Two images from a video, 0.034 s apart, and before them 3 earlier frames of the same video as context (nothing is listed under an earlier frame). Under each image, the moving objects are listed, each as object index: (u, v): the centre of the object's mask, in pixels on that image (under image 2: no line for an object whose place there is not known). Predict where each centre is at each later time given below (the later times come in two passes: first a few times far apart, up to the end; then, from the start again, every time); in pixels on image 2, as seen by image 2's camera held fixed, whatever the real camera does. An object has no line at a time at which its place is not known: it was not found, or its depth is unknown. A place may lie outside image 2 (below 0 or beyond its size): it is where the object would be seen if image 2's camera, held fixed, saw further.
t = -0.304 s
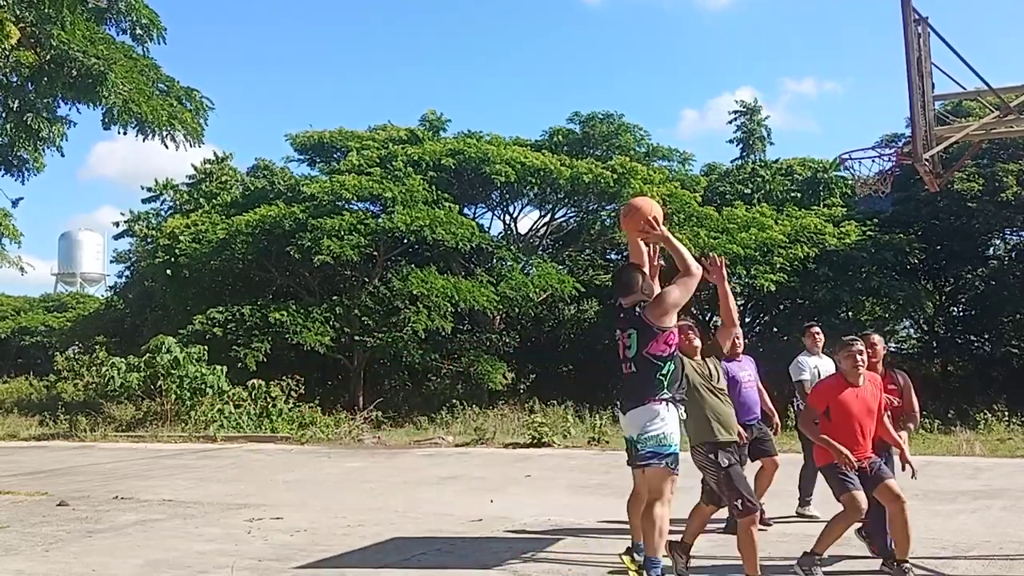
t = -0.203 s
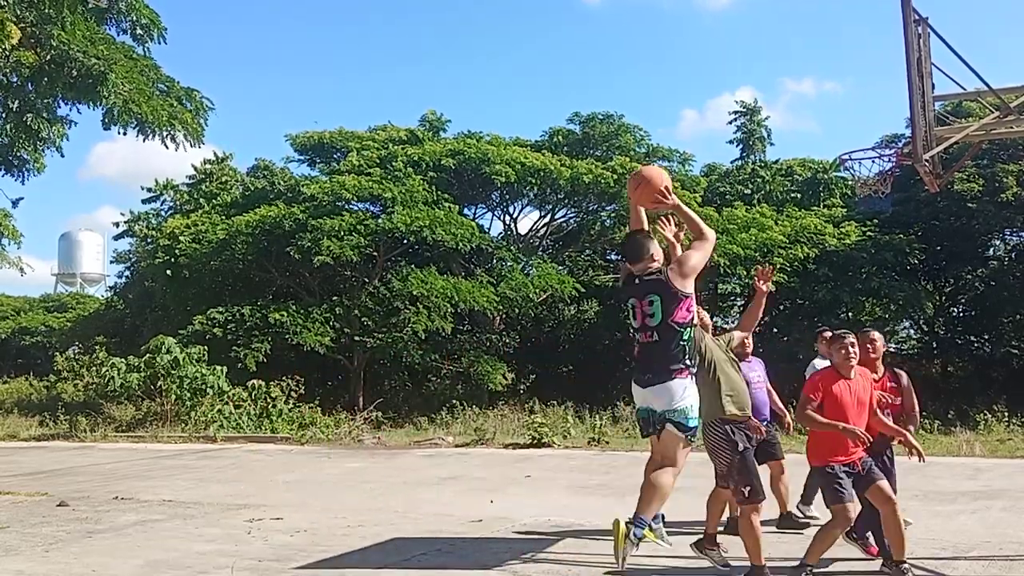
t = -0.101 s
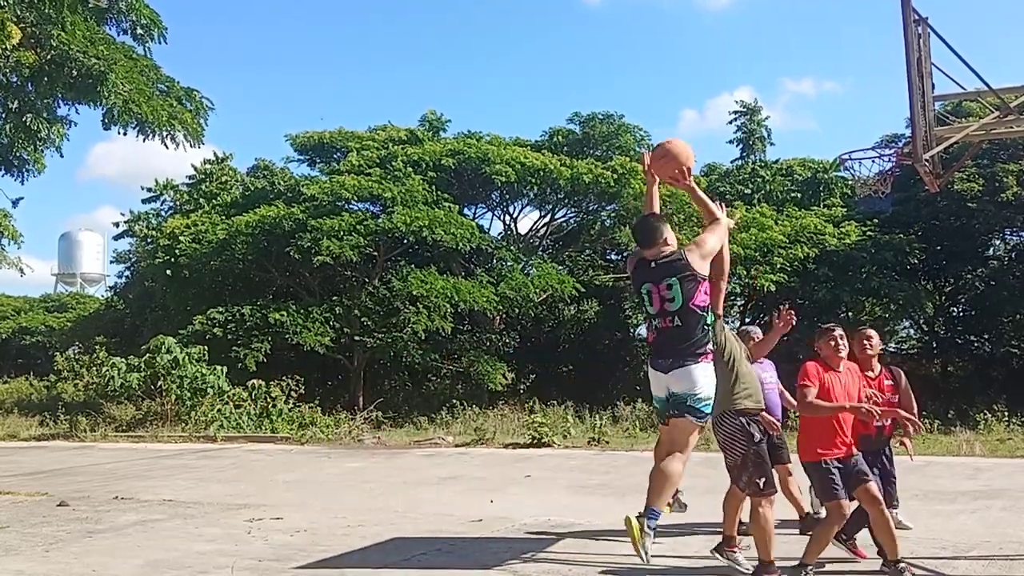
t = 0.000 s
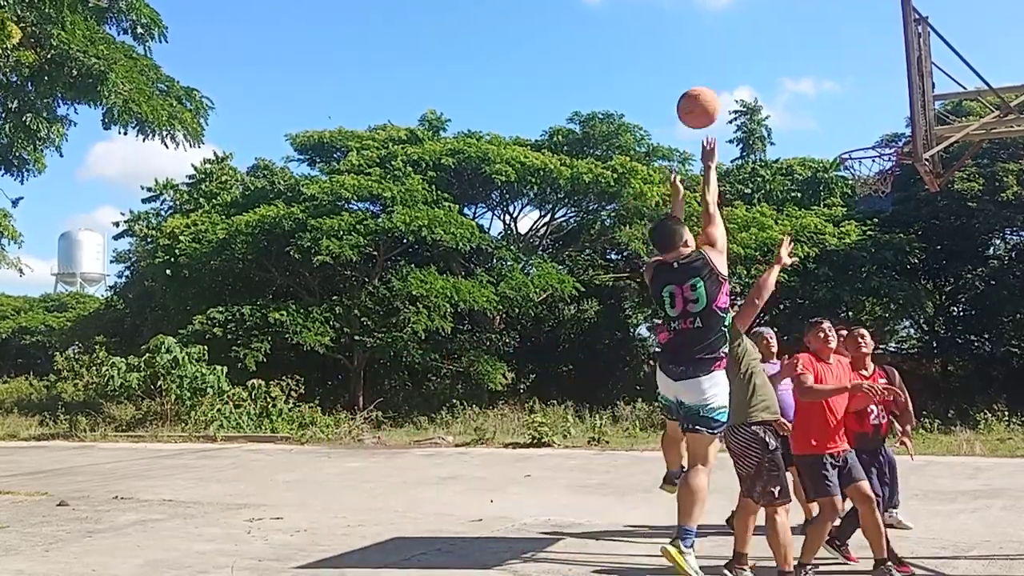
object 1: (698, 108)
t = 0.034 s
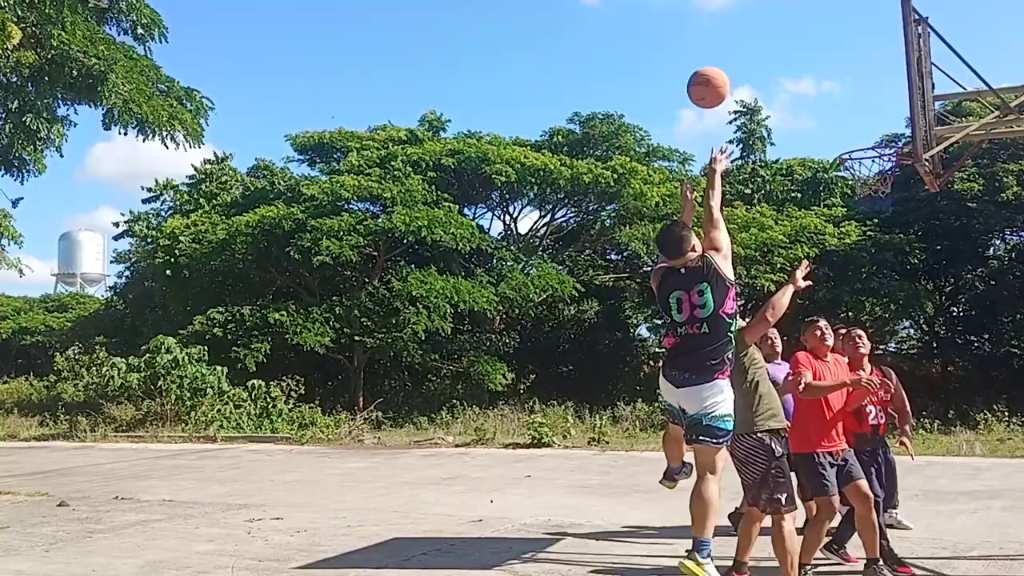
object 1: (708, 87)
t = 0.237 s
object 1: (761, 15)
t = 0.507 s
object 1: (821, 17)
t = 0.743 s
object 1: (867, 94)
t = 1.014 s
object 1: (896, 103)
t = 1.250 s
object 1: (896, 103)
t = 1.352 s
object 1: (893, 121)
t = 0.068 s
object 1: (717, 69)
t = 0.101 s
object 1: (727, 54)
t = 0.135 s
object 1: (735, 41)
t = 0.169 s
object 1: (744, 30)
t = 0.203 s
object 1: (753, 21)
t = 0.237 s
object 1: (761, 15)
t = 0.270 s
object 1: (769, 12)
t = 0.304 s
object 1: (777, 10)
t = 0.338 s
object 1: (785, 10)
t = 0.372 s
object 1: (792, 9)
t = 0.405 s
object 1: (800, 10)
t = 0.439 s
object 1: (807, 11)
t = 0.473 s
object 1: (814, 13)
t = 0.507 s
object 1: (821, 17)
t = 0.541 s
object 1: (828, 24)
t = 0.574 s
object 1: (835, 33)
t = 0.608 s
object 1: (841, 42)
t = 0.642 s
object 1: (848, 53)
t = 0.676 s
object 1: (854, 66)
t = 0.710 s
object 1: (861, 79)
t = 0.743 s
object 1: (867, 94)
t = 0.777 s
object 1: (873, 109)
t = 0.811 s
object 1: (880, 126)
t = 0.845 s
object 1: (885, 142)
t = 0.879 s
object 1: (888, 133)
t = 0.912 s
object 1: (890, 124)
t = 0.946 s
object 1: (892, 115)
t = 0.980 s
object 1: (894, 108)
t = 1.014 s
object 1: (896, 103)
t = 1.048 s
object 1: (897, 99)
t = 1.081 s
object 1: (899, 97)
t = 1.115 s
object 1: (900, 95)
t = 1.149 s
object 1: (899, 95)
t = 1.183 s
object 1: (898, 97)
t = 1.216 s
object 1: (897, 99)
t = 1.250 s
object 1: (896, 103)
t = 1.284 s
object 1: (896, 108)
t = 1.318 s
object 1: (895, 114)
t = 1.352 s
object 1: (893, 121)
